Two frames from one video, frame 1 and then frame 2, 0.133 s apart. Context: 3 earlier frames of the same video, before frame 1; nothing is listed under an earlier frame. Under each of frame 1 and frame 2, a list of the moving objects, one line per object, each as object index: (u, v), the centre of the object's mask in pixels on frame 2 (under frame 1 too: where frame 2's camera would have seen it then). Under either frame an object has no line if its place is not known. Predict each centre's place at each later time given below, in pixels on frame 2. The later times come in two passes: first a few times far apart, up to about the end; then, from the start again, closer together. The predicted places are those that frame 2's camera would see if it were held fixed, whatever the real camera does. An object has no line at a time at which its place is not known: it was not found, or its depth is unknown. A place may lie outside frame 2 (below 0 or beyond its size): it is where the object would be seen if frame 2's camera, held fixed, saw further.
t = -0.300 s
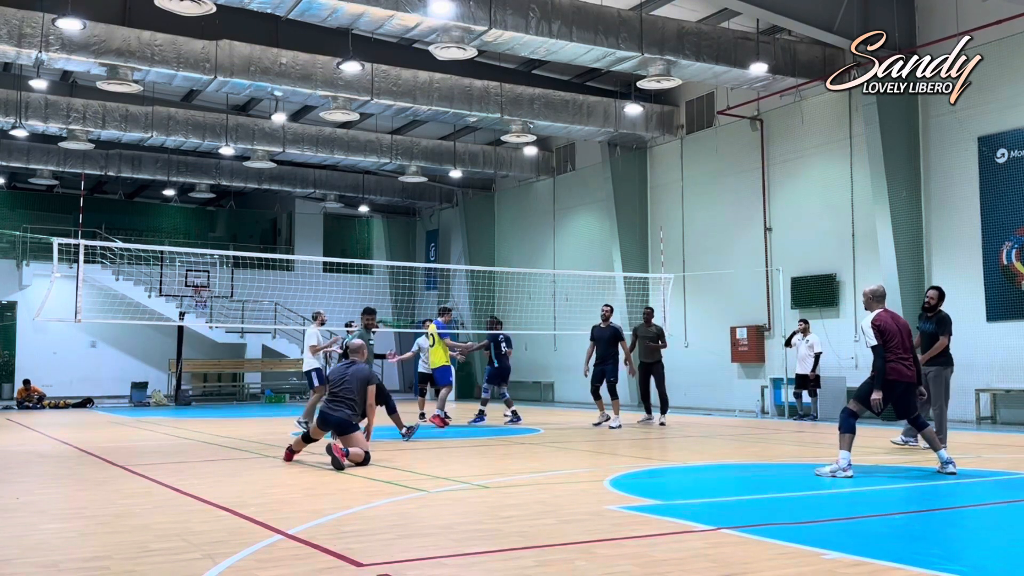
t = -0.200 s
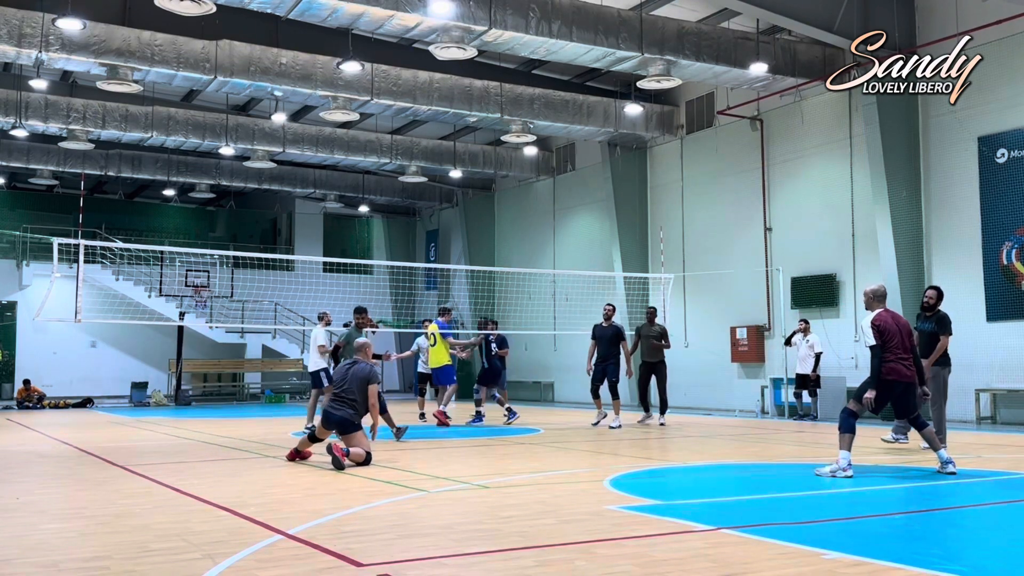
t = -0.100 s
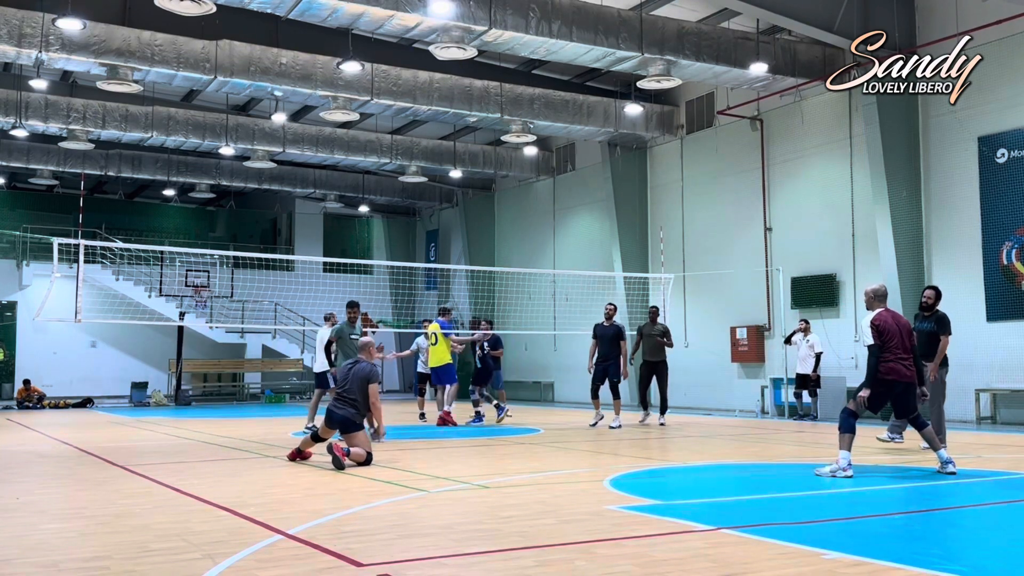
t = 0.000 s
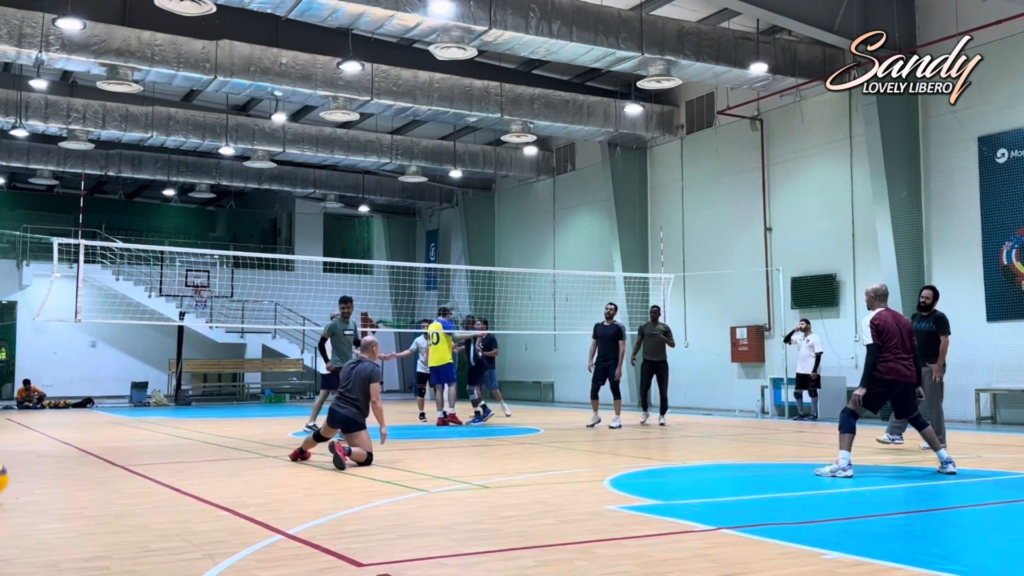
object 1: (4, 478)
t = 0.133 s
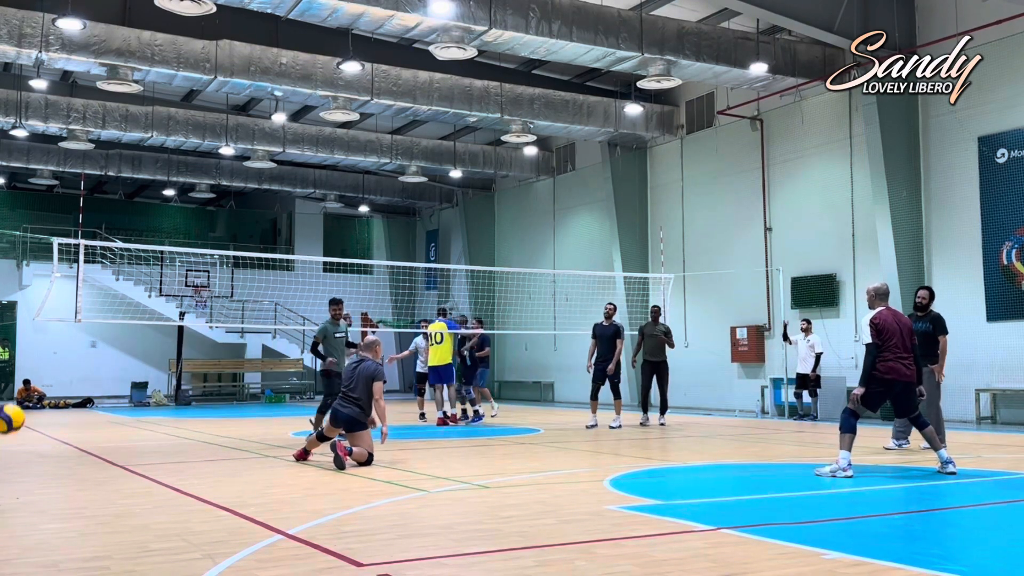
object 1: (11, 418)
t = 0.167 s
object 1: (13, 402)
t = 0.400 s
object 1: (32, 330)
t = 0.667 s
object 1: (52, 344)
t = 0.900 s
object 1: (67, 445)
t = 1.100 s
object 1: (86, 436)
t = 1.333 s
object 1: (113, 381)
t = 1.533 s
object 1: (135, 400)
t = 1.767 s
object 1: (157, 499)
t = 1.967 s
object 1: (184, 427)
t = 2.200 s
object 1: (213, 425)
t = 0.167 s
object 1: (13, 402)
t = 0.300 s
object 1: (23, 352)
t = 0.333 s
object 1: (26, 343)
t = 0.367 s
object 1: (29, 335)
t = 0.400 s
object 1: (32, 330)
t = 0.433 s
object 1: (34, 326)
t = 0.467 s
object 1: (36, 324)
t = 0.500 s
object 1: (39, 322)
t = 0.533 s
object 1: (42, 323)
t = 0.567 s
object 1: (45, 326)
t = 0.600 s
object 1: (47, 330)
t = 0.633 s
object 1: (50, 336)
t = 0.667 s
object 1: (52, 344)
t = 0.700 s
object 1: (54, 353)
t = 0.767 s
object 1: (59, 376)
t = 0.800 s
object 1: (60, 391)
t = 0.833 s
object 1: (63, 407)
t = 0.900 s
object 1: (67, 445)
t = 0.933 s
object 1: (68, 465)
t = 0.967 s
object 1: (70, 488)
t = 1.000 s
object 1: (73, 485)
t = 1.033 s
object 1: (78, 468)
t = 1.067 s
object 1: (82, 451)
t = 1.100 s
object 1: (86, 436)
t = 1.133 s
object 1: (90, 423)
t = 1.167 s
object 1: (94, 411)
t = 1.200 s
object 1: (98, 402)
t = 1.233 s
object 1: (102, 394)
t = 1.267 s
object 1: (106, 388)
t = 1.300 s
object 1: (110, 384)
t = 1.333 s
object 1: (113, 381)
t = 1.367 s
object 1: (117, 380)
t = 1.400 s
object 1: (121, 381)
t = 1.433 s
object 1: (124, 383)
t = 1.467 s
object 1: (128, 387)
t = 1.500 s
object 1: (131, 393)
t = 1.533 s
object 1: (135, 400)
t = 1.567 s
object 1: (139, 410)
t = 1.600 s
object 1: (142, 421)
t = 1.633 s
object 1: (145, 434)
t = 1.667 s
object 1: (147, 449)
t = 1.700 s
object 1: (150, 465)
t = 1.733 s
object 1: (153, 483)
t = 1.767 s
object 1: (157, 499)
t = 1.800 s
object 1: (161, 483)
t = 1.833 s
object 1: (166, 468)
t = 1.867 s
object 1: (170, 456)
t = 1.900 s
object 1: (175, 444)
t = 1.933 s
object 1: (180, 435)
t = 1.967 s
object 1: (184, 427)
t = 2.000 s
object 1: (188, 422)
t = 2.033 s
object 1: (193, 418)
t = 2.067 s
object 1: (197, 416)
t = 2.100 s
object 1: (201, 416)
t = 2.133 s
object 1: (205, 417)
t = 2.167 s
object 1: (209, 421)
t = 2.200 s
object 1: (213, 425)
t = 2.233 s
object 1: (217, 432)
